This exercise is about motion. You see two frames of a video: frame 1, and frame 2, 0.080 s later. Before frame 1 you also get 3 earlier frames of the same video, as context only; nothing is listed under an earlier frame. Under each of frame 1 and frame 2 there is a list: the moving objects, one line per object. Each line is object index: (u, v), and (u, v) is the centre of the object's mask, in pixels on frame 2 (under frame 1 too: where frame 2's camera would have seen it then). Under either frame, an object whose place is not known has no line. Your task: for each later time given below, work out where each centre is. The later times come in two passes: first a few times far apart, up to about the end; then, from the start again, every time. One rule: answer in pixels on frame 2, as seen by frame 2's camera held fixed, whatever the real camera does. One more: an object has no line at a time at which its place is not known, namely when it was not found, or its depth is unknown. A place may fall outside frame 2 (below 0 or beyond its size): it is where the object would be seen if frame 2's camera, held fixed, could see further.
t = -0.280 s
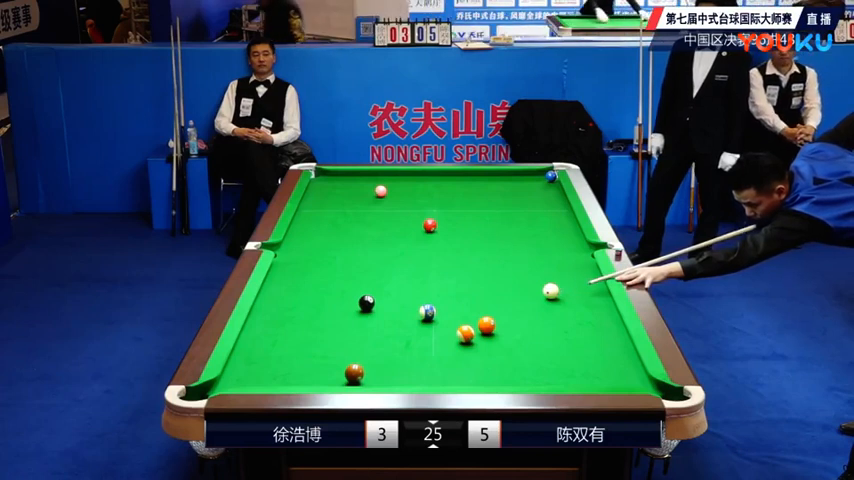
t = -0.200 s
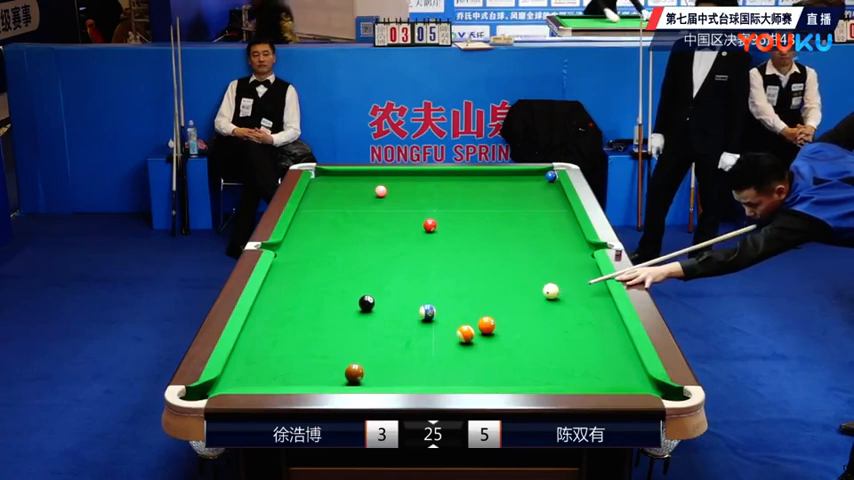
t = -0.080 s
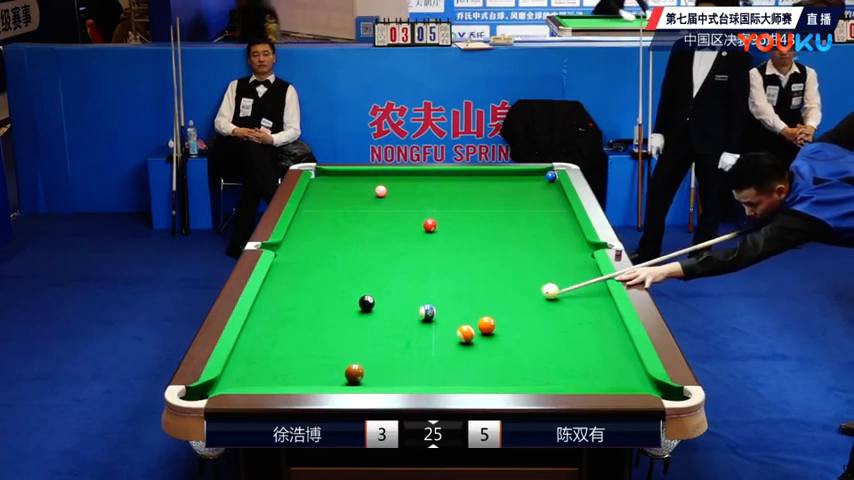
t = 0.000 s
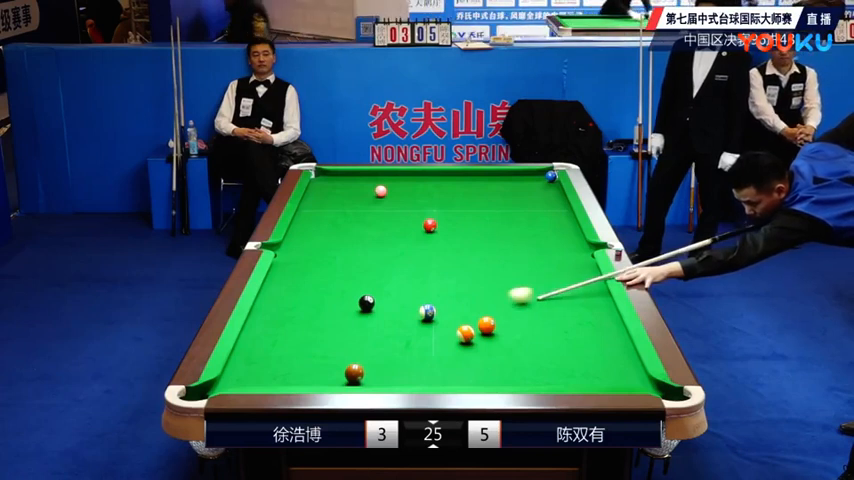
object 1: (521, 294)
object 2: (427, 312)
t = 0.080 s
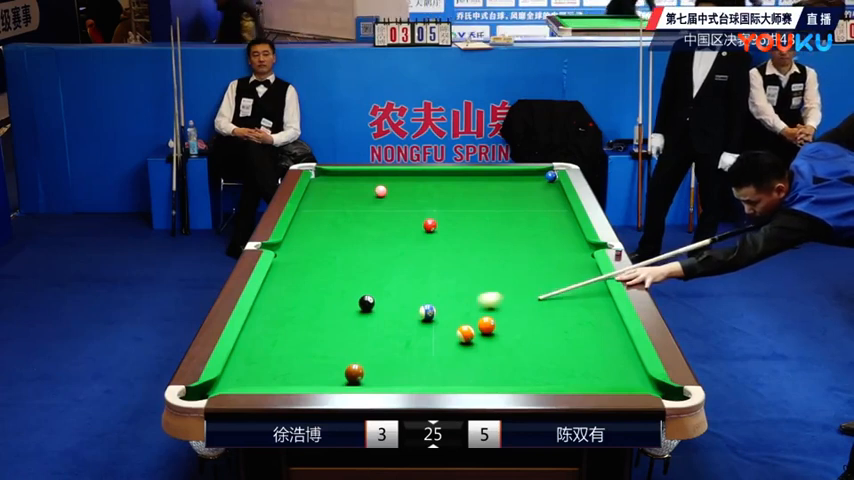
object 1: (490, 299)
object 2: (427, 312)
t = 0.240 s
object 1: (439, 307)
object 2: (423, 313)
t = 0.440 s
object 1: (428, 302)
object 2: (387, 326)
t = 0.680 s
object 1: (418, 298)
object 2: (345, 340)
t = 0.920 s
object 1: (409, 294)
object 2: (301, 355)
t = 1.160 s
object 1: (400, 290)
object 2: (255, 371)
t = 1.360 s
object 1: (394, 288)
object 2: (222, 382)
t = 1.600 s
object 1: (387, 285)
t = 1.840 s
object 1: (381, 283)
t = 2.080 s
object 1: (376, 281)
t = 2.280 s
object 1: (372, 279)
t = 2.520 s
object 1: (368, 278)
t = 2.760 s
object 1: (365, 277)
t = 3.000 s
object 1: (363, 276)
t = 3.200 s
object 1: (362, 276)
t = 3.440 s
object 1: (361, 276)
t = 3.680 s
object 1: (361, 276)
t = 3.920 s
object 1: (361, 276)
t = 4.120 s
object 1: (361, 276)
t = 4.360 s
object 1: (361, 276)
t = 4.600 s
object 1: (361, 276)
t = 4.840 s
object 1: (361, 276)
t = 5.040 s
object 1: (361, 276)
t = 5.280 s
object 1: (361, 276)
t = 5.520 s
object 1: (361, 276)
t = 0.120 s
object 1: (475, 301)
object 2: (427, 312)
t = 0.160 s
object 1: (462, 303)
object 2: (427, 312)
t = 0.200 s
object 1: (448, 306)
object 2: (427, 312)
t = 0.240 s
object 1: (439, 307)
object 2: (423, 313)
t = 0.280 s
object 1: (435, 306)
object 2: (416, 316)
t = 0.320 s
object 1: (434, 305)
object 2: (408, 318)
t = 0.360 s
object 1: (432, 304)
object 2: (401, 320)
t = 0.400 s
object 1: (430, 303)
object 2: (394, 323)
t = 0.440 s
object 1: (428, 302)
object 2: (387, 326)
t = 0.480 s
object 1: (426, 302)
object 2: (380, 327)
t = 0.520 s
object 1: (424, 301)
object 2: (373, 331)
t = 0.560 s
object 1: (422, 300)
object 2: (367, 332)
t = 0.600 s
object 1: (421, 299)
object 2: (359, 334)
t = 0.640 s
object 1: (419, 299)
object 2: (351, 338)
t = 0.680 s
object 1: (418, 298)
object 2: (345, 340)
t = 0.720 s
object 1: (416, 297)
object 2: (338, 342)
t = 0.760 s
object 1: (415, 296)
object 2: (330, 344)
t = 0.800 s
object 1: (413, 296)
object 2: (324, 347)
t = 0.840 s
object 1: (412, 295)
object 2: (316, 348)
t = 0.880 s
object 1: (410, 294)
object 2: (308, 352)
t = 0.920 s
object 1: (409, 294)
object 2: (301, 355)
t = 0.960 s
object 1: (407, 293)
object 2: (294, 357)
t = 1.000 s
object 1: (406, 293)
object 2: (285, 359)
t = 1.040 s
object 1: (404, 292)
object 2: (279, 363)
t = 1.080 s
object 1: (403, 291)
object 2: (272, 364)
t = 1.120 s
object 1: (402, 291)
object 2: (263, 367)
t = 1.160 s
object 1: (400, 290)
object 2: (255, 371)
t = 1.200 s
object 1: (399, 290)
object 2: (249, 373)
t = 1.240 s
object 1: (397, 289)
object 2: (240, 375)
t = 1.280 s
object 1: (396, 289)
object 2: (232, 377)
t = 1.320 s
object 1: (395, 288)
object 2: (224, 381)
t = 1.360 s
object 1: (394, 288)
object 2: (222, 382)
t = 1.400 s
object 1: (393, 287)
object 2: (220, 385)
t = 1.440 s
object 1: (391, 287)
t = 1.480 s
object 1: (390, 286)
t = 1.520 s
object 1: (389, 286)
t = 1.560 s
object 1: (388, 285)
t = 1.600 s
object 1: (387, 285)
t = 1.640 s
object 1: (386, 284)
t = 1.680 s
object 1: (385, 284)
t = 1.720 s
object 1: (384, 284)
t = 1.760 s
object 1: (383, 283)
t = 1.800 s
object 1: (382, 283)
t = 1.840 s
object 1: (381, 283)
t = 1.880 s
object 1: (380, 282)
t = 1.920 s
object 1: (379, 282)
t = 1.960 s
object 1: (378, 282)
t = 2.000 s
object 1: (377, 281)
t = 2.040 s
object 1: (376, 281)
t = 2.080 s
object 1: (376, 281)
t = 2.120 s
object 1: (375, 280)
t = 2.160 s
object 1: (374, 280)
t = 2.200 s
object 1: (373, 280)
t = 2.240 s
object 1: (373, 280)
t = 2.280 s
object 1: (372, 279)
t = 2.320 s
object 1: (371, 279)
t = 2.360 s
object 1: (371, 279)
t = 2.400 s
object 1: (370, 279)
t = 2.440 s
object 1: (370, 278)
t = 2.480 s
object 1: (369, 278)
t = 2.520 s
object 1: (368, 278)
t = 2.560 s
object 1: (368, 278)
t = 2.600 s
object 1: (367, 278)
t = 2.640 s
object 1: (367, 277)
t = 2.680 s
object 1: (366, 277)
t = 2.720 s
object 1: (366, 277)
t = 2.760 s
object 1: (365, 277)
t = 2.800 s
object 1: (365, 277)
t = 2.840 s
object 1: (365, 277)
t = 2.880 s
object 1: (364, 276)
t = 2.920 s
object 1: (364, 276)
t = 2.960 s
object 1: (363, 276)
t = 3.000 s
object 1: (363, 276)
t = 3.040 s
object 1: (363, 276)
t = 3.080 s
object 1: (362, 276)
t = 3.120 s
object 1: (362, 276)
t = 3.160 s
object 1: (362, 276)
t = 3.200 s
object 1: (362, 276)
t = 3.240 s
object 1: (362, 276)
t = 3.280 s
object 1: (361, 276)
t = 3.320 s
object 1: (361, 276)
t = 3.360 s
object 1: (361, 276)
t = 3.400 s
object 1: (361, 276)
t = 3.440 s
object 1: (361, 276)
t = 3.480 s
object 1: (361, 276)
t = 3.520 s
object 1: (361, 276)
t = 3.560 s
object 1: (361, 276)
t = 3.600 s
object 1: (361, 276)
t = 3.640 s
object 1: (361, 276)
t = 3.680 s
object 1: (361, 276)
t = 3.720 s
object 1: (361, 276)
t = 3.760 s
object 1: (361, 276)
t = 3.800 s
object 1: (361, 276)
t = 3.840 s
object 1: (361, 276)
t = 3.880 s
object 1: (361, 276)
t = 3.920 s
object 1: (361, 276)
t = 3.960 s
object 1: (361, 276)
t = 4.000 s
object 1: (361, 276)
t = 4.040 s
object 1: (361, 276)
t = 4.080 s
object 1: (361, 276)
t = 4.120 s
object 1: (361, 276)
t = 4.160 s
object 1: (361, 276)
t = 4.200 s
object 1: (361, 276)
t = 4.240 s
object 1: (361, 276)
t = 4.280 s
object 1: (361, 276)
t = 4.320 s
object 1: (361, 276)
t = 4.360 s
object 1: (361, 276)
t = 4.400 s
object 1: (361, 276)
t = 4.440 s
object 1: (361, 276)
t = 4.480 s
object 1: (361, 276)
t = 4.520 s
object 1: (361, 276)
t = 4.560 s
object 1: (361, 276)
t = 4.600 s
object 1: (361, 276)
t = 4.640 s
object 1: (361, 276)
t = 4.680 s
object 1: (361, 276)
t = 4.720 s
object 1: (361, 276)
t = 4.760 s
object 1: (361, 276)
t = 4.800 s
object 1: (361, 276)
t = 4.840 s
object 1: (361, 276)
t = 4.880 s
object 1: (361, 276)
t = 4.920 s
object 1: (361, 276)
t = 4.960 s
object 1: (361, 276)
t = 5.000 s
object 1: (361, 276)
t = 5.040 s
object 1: (361, 276)
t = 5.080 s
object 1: (361, 276)
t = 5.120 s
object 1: (361, 276)
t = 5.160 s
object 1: (361, 276)
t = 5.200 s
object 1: (361, 276)
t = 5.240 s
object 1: (361, 276)
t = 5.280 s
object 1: (361, 276)
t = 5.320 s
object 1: (361, 276)
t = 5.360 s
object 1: (361, 276)
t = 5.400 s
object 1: (361, 276)
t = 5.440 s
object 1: (361, 276)
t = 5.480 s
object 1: (361, 276)
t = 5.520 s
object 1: (361, 276)
